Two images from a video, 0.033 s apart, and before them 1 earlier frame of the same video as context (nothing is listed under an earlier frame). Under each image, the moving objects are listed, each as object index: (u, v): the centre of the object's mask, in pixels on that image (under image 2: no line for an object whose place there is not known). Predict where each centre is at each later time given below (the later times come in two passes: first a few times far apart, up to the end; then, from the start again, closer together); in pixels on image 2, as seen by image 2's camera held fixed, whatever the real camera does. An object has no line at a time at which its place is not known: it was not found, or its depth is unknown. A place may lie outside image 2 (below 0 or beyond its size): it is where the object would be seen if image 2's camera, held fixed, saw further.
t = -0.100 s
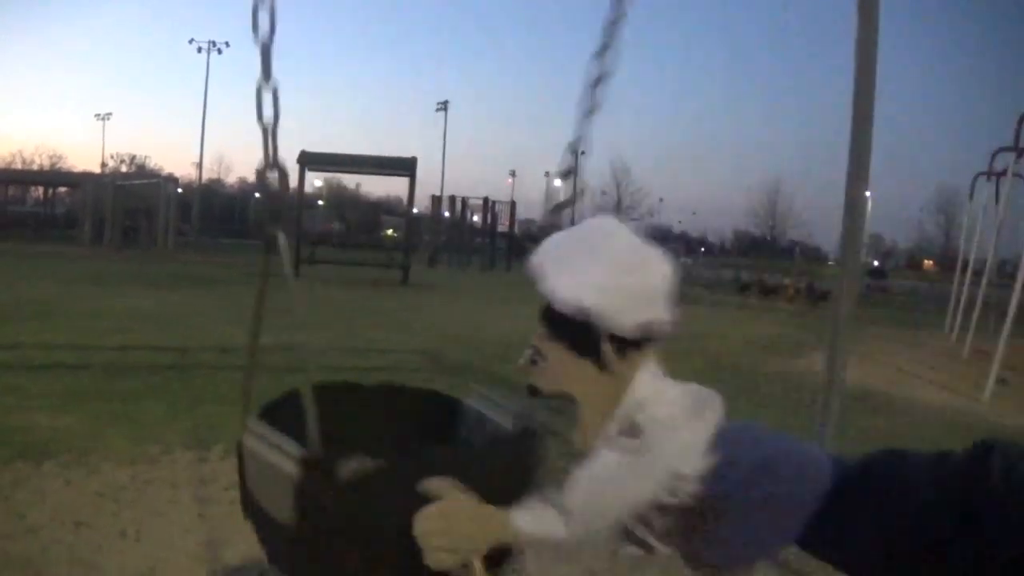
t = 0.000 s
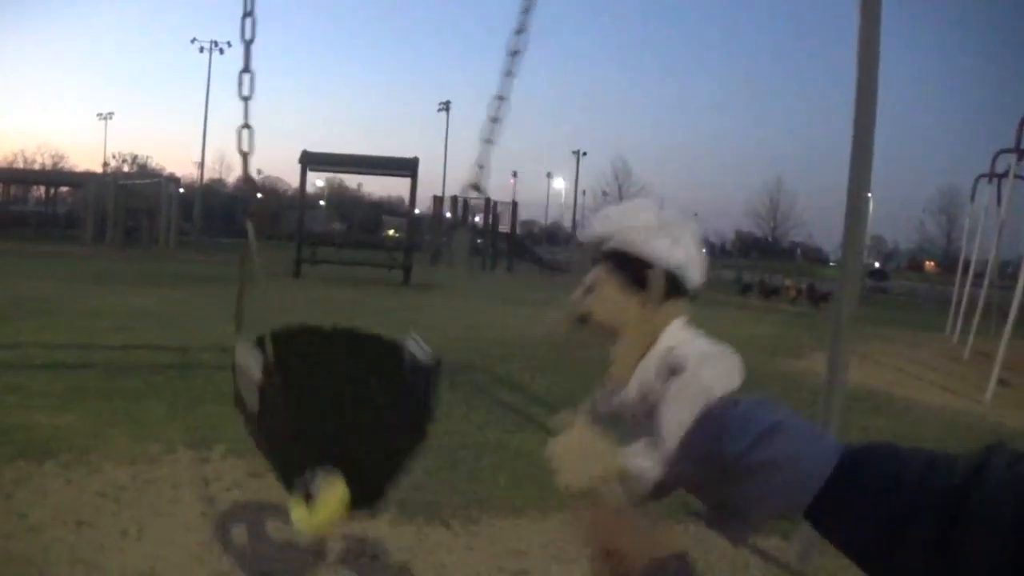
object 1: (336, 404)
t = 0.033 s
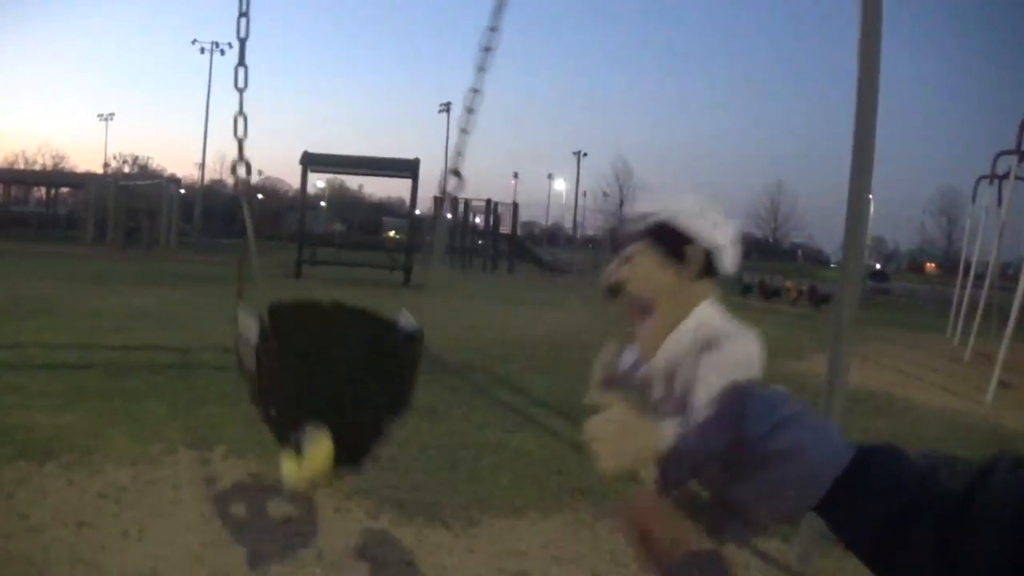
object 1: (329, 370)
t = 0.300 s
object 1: (314, 115)
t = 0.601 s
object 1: (325, 19)
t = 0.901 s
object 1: (332, 91)
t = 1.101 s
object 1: (342, 267)
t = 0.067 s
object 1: (322, 336)
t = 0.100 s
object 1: (313, 309)
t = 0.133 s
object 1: (310, 271)
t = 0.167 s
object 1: (309, 242)
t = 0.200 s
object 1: (308, 211)
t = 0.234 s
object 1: (306, 178)
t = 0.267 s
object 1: (309, 145)
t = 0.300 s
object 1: (314, 115)
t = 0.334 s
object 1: (315, 88)
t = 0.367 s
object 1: (317, 66)
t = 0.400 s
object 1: (320, 52)
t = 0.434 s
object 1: (320, 44)
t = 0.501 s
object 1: (324, 27)
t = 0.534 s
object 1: (326, 23)
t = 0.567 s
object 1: (325, 20)
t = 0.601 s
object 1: (325, 19)
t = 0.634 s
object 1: (328, 19)
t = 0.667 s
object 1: (326, 21)
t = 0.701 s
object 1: (326, 25)
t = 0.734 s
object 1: (327, 30)
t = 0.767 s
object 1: (327, 37)
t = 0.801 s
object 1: (332, 44)
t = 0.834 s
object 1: (332, 52)
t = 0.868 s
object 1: (332, 70)
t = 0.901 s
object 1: (332, 91)
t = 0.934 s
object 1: (334, 115)
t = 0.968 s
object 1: (335, 140)
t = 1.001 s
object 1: (335, 175)
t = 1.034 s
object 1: (335, 202)
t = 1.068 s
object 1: (338, 233)
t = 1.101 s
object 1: (342, 267)
